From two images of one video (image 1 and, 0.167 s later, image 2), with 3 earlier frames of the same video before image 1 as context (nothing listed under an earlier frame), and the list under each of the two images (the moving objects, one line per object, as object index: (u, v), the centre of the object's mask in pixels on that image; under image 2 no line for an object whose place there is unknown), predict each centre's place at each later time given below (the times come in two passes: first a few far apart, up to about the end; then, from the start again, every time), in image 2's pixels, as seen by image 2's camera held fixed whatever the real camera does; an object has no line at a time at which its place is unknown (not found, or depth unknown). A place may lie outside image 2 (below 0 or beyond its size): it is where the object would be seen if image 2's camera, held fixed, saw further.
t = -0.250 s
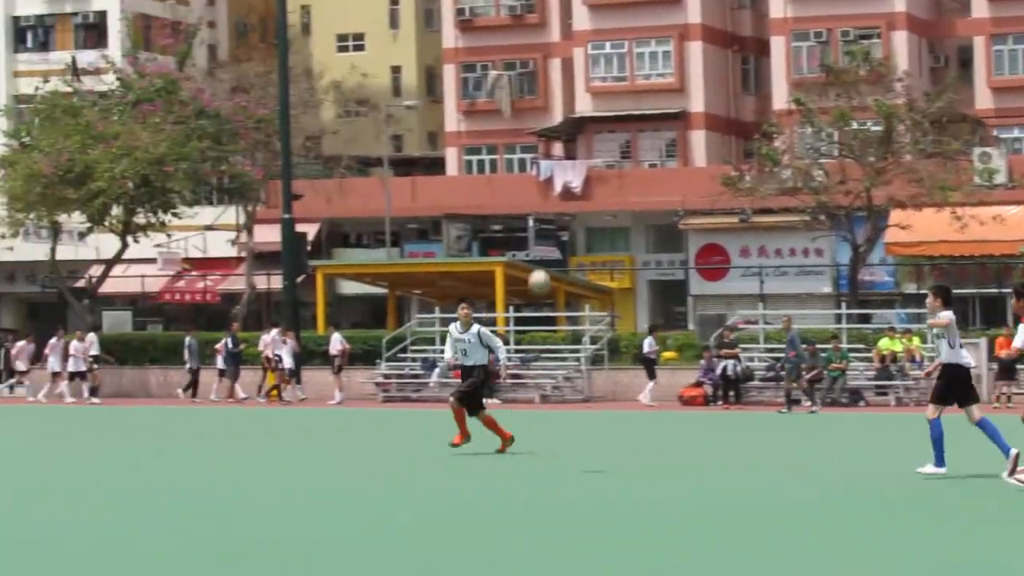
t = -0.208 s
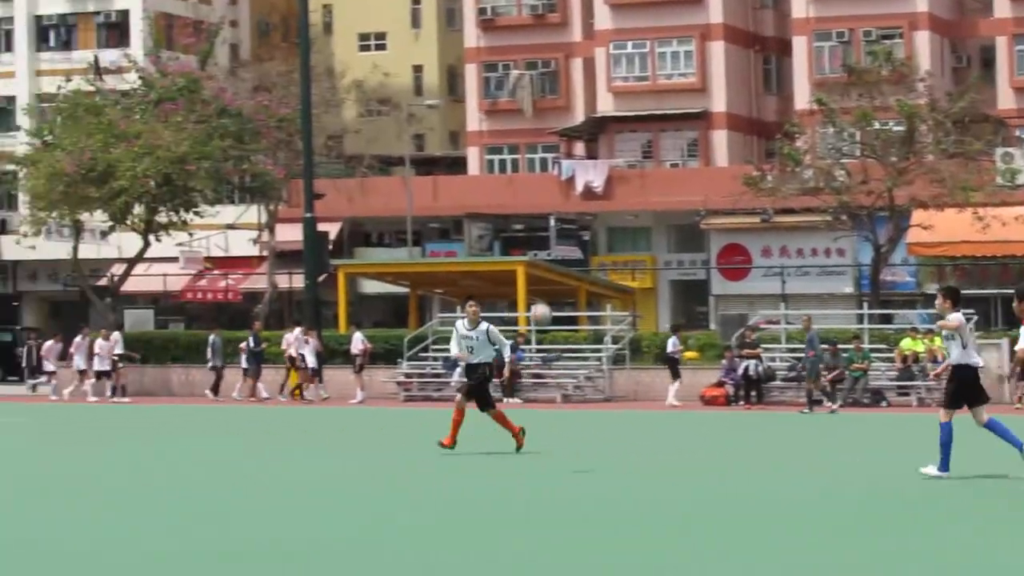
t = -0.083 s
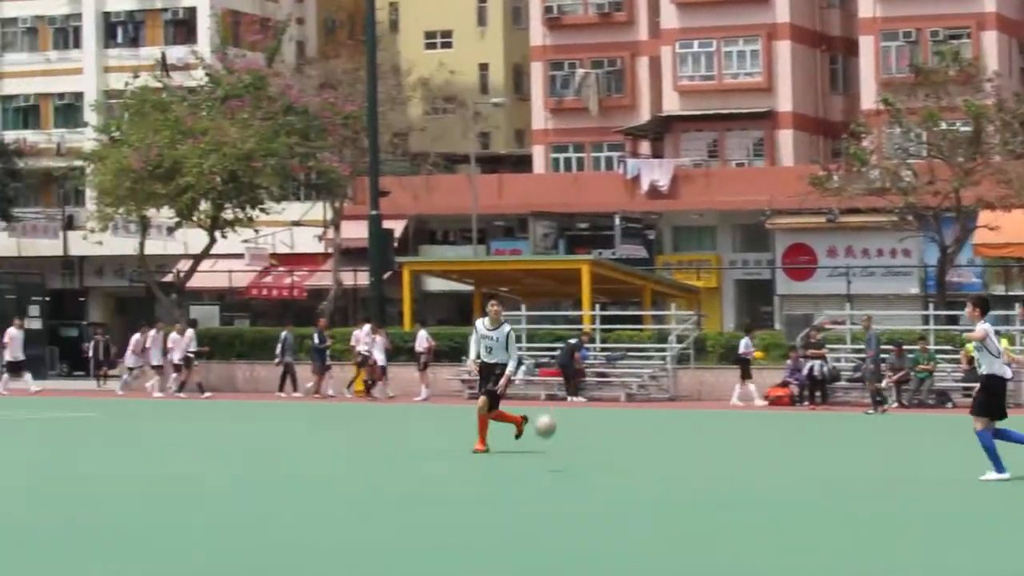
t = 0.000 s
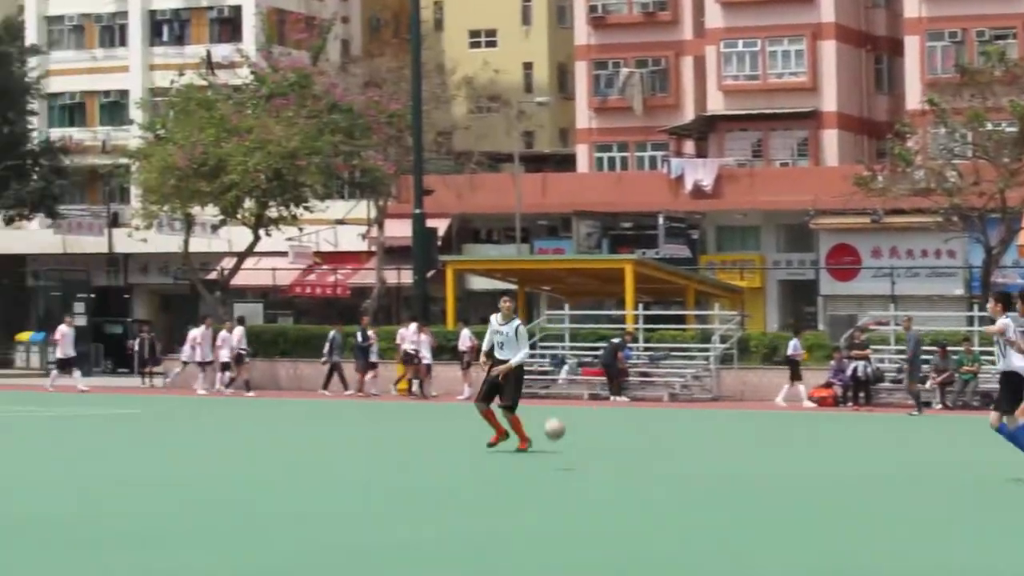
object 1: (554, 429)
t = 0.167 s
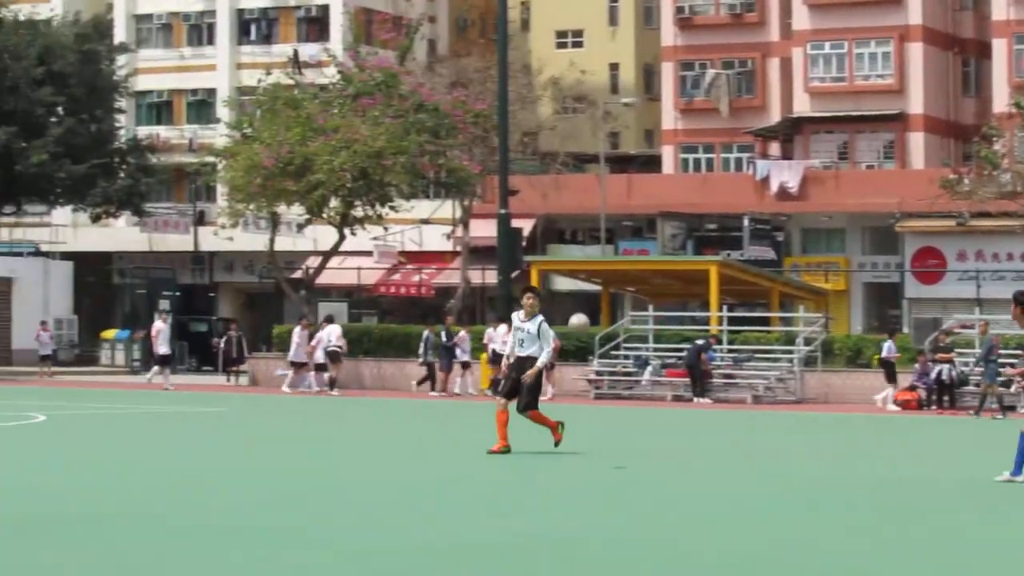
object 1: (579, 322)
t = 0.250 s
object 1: (550, 282)
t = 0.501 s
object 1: (465, 204)
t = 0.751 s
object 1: (384, 192)
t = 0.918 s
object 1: (325, 219)
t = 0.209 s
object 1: (564, 302)
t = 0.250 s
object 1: (550, 282)
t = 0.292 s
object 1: (535, 264)
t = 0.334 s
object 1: (521, 248)
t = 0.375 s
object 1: (508, 234)
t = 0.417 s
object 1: (493, 222)
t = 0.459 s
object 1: (478, 211)
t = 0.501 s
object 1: (465, 204)
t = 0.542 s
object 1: (451, 196)
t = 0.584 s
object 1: (437, 191)
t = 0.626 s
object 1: (423, 188)
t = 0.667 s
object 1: (409, 188)
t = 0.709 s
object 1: (396, 188)
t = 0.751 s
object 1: (384, 192)
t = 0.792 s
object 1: (369, 196)
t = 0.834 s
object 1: (353, 202)
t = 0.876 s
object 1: (339, 209)
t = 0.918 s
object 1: (325, 219)
